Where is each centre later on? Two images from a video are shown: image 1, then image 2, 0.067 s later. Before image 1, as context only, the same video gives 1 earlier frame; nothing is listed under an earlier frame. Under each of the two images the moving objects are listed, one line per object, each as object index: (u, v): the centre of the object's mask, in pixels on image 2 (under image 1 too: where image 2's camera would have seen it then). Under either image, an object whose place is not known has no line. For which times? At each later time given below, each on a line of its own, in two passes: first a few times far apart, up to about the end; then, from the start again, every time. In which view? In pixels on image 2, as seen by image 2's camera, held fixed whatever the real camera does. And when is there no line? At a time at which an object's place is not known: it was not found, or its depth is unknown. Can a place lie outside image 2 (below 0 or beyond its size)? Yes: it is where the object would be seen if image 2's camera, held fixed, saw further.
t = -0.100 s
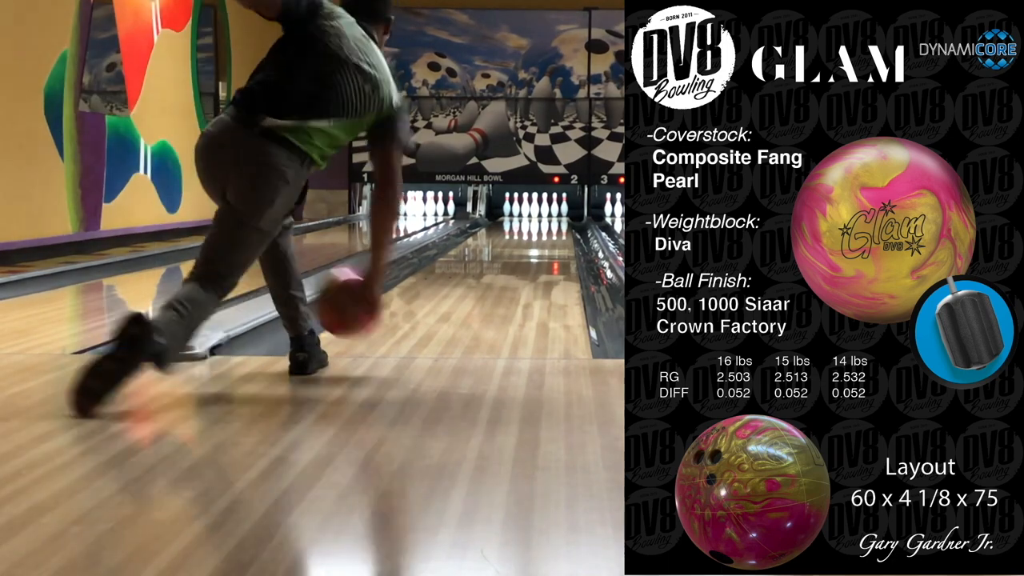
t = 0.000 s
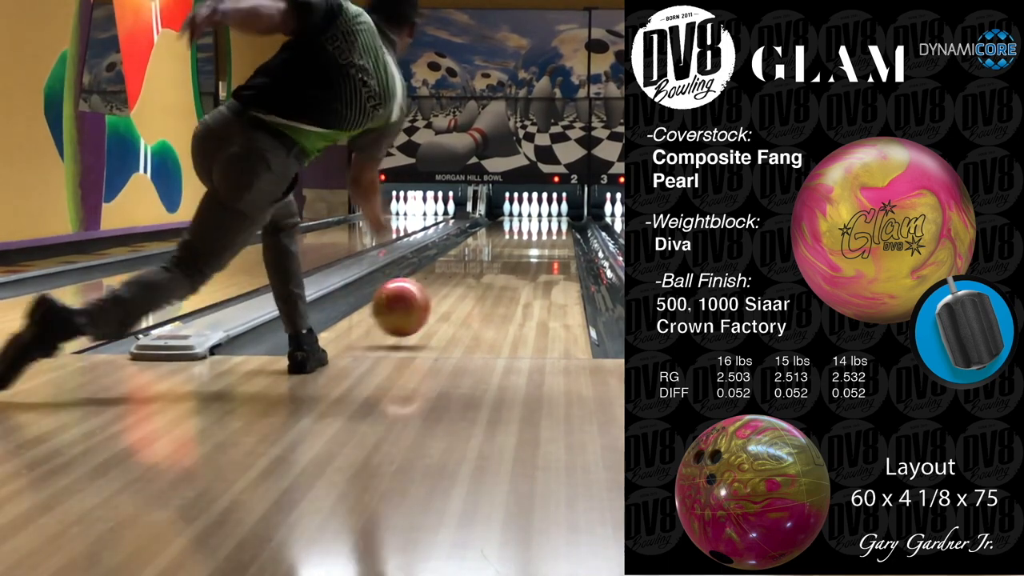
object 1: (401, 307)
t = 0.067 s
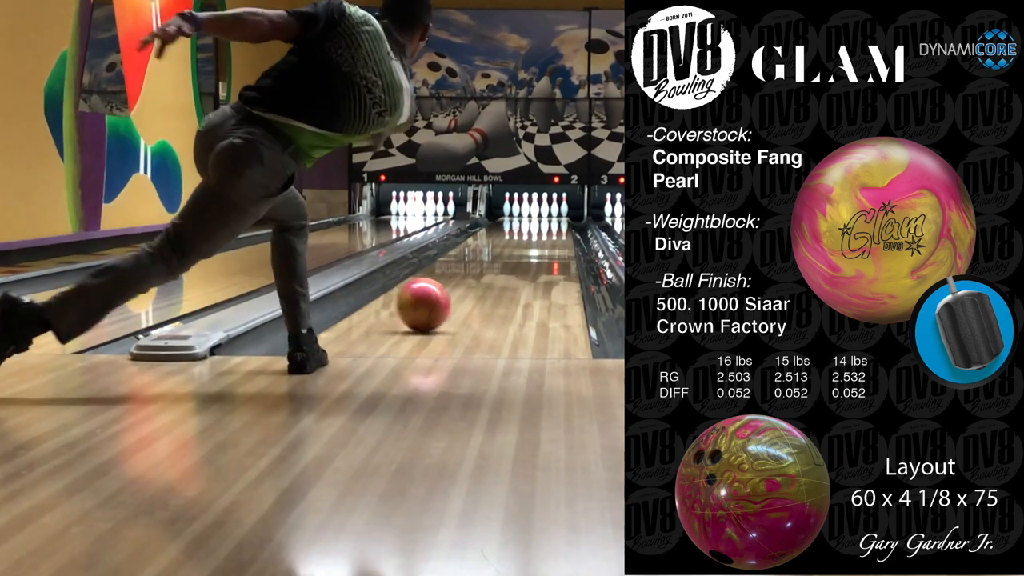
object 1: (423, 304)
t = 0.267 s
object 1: (471, 279)
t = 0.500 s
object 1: (505, 260)
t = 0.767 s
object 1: (529, 246)
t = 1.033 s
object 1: (546, 235)
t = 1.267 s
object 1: (555, 228)
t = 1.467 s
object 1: (559, 223)
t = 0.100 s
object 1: (433, 299)
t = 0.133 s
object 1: (442, 295)
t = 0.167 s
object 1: (450, 291)
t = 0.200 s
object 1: (457, 286)
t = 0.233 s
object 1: (464, 283)
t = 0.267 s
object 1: (471, 279)
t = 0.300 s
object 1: (477, 276)
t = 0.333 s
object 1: (483, 273)
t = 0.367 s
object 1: (487, 270)
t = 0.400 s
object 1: (492, 267)
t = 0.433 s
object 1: (497, 265)
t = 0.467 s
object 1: (501, 262)
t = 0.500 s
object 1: (505, 260)
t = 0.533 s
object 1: (508, 257)
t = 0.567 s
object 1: (512, 256)
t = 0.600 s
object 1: (515, 254)
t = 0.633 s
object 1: (518, 253)
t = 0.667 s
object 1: (522, 251)
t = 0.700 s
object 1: (525, 249)
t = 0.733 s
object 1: (527, 247)
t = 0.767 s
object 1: (529, 246)
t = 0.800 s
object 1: (531, 244)
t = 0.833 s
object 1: (534, 243)
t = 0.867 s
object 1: (537, 242)
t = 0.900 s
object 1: (538, 241)
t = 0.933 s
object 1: (540, 238)
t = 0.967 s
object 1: (542, 238)
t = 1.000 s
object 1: (544, 236)
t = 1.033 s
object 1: (546, 235)
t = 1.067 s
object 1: (547, 234)
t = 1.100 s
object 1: (549, 232)
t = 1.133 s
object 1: (550, 232)
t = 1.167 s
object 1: (551, 230)
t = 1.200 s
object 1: (553, 229)
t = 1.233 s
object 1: (554, 228)
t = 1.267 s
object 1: (555, 228)
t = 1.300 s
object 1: (556, 227)
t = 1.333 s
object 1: (557, 226)
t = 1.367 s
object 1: (558, 225)
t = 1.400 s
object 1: (559, 224)
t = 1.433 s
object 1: (559, 224)
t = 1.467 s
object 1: (559, 223)
